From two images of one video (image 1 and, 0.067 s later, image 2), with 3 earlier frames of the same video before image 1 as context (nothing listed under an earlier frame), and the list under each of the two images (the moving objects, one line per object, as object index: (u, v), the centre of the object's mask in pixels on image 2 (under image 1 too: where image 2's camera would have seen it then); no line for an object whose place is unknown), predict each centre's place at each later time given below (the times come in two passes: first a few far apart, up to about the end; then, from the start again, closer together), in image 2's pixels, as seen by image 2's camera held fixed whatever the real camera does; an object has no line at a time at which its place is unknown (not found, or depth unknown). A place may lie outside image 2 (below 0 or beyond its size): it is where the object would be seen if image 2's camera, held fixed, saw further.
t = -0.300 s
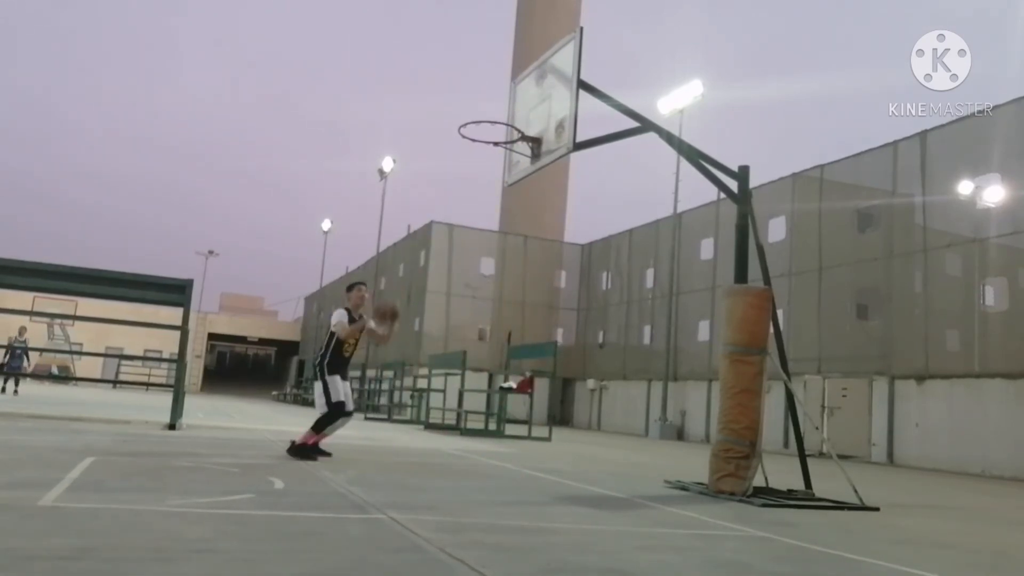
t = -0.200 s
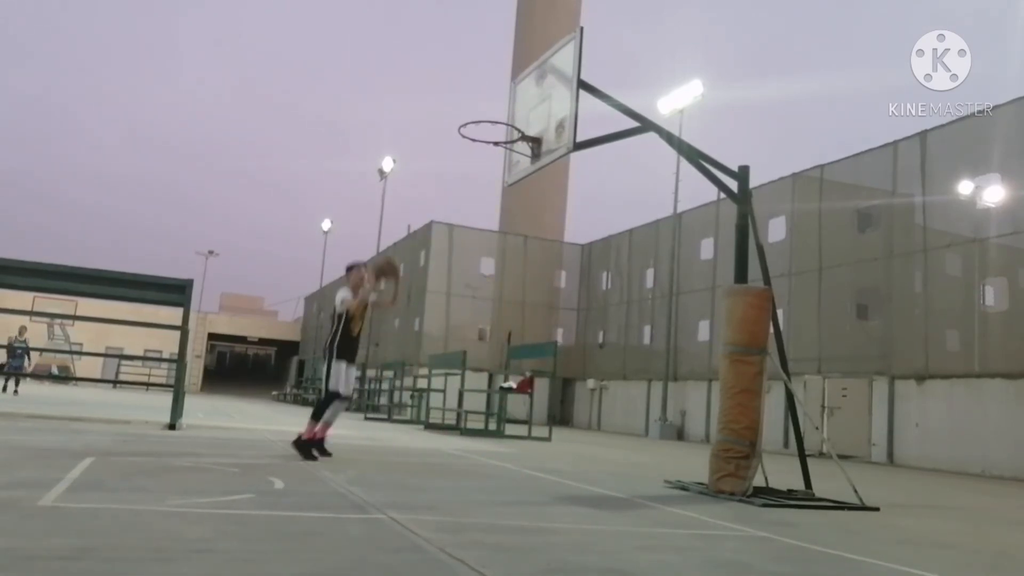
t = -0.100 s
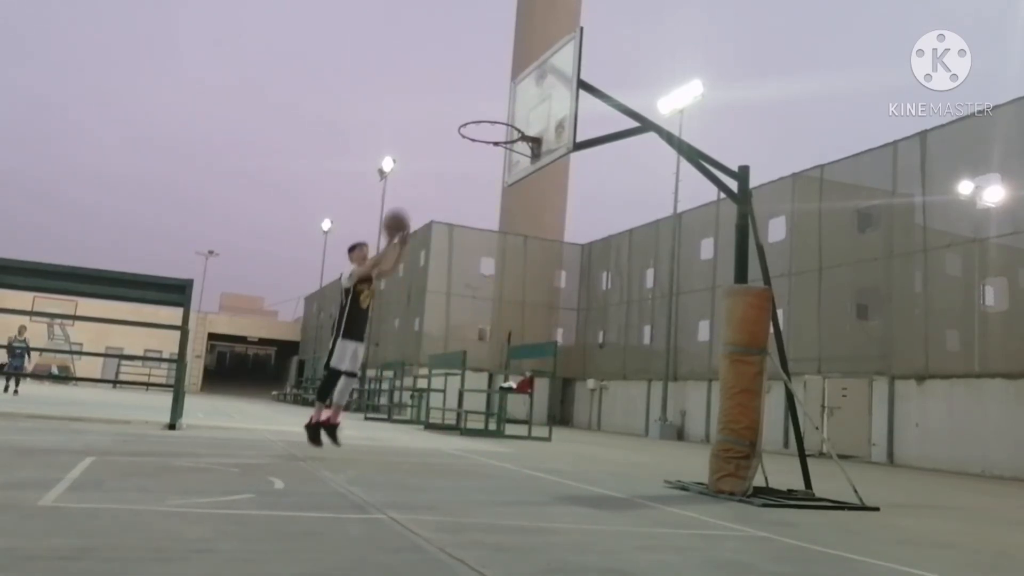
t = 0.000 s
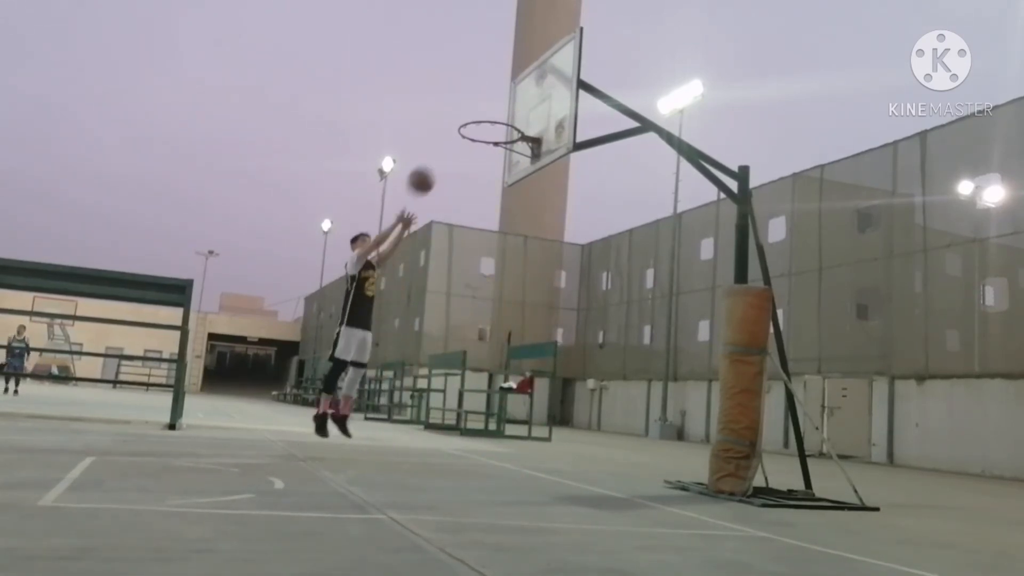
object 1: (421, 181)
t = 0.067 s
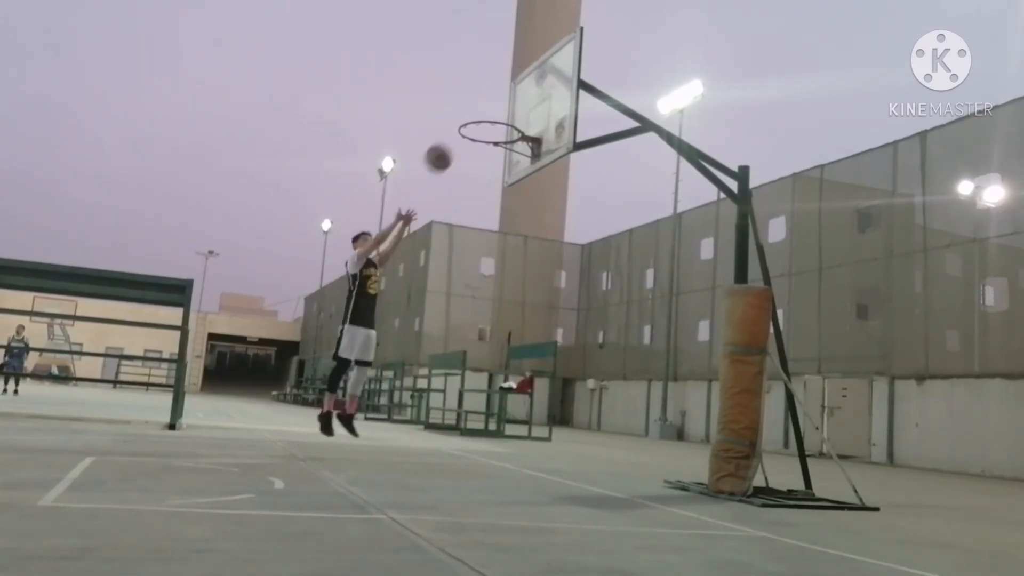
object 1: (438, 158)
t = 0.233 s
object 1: (482, 119)
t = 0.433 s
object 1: (507, 113)
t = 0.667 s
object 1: (490, 168)
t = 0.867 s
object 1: (470, 287)
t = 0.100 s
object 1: (447, 148)
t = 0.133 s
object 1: (455, 140)
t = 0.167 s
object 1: (464, 132)
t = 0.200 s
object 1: (474, 125)
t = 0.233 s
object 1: (482, 119)
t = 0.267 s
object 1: (491, 115)
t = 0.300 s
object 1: (500, 112)
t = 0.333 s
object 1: (508, 111)
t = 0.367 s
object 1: (510, 110)
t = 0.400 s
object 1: (509, 111)
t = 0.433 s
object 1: (507, 113)
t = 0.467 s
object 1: (505, 116)
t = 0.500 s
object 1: (503, 121)
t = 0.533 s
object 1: (501, 128)
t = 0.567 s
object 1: (498, 135)
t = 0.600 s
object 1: (496, 145)
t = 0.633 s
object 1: (493, 156)
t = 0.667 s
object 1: (490, 168)
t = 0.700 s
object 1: (487, 183)
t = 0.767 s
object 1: (481, 217)
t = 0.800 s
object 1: (478, 239)
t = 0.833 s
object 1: (474, 261)
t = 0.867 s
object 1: (470, 287)
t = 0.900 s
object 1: (466, 312)
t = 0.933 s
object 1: (462, 342)
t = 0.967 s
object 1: (458, 377)
